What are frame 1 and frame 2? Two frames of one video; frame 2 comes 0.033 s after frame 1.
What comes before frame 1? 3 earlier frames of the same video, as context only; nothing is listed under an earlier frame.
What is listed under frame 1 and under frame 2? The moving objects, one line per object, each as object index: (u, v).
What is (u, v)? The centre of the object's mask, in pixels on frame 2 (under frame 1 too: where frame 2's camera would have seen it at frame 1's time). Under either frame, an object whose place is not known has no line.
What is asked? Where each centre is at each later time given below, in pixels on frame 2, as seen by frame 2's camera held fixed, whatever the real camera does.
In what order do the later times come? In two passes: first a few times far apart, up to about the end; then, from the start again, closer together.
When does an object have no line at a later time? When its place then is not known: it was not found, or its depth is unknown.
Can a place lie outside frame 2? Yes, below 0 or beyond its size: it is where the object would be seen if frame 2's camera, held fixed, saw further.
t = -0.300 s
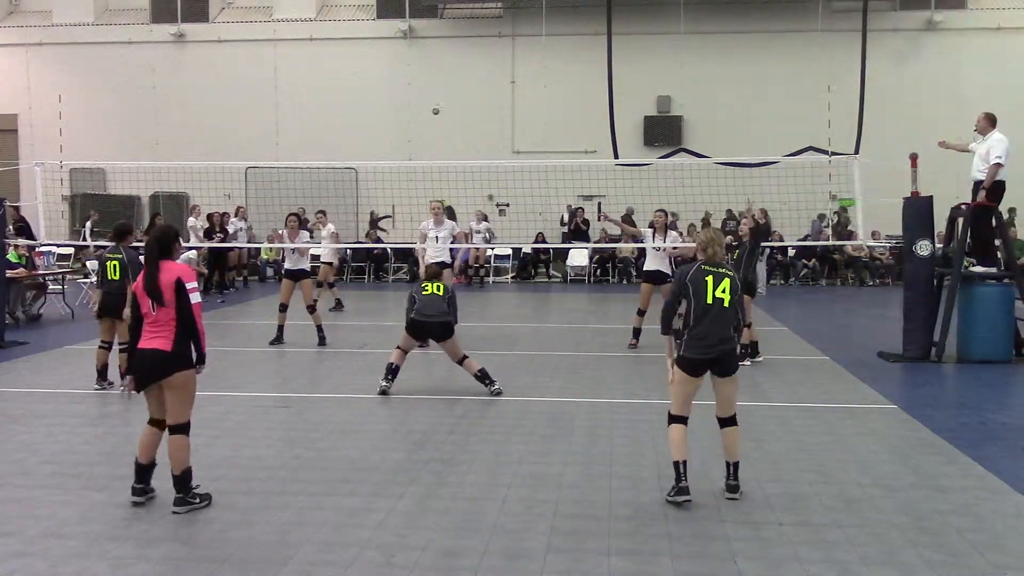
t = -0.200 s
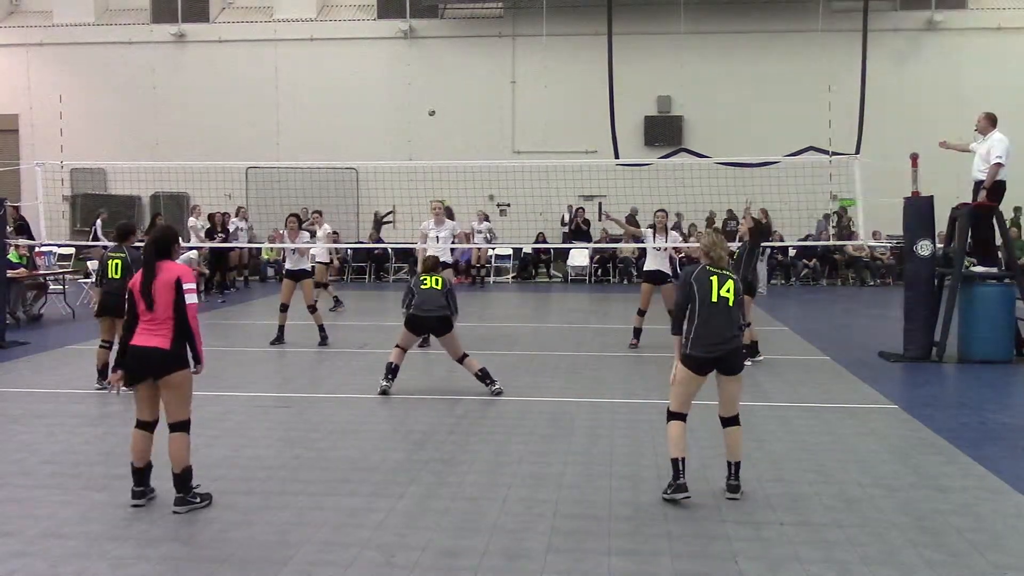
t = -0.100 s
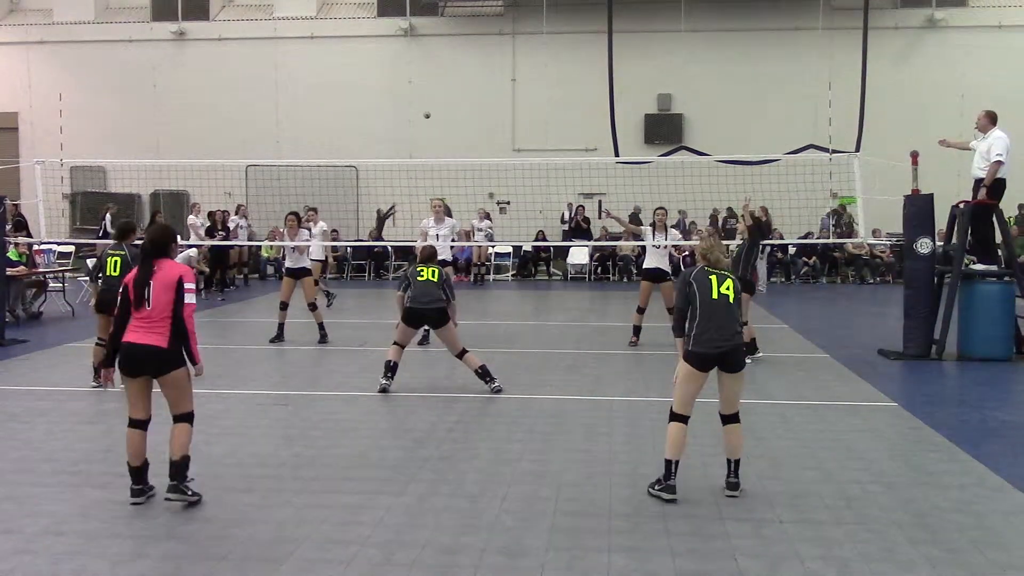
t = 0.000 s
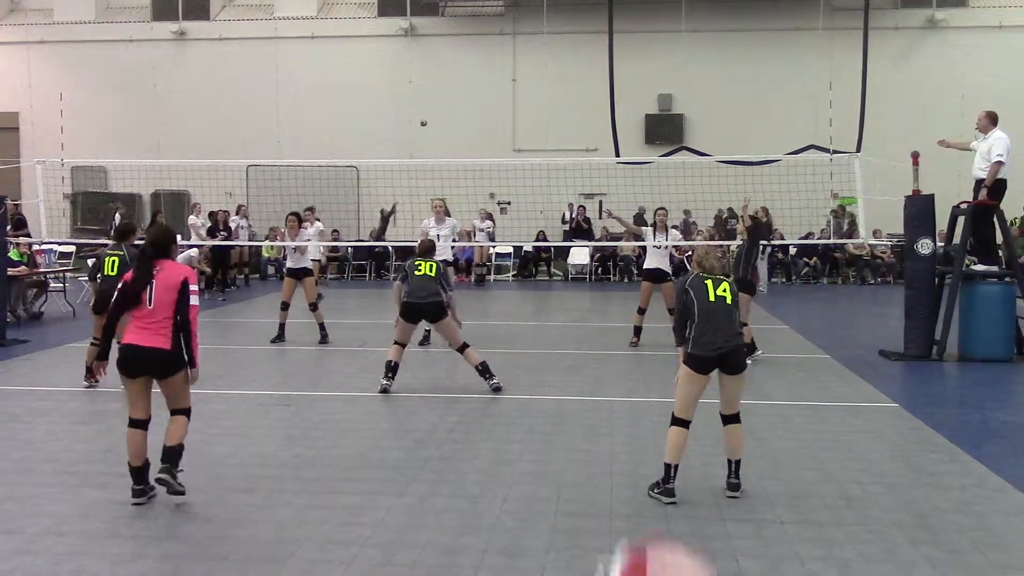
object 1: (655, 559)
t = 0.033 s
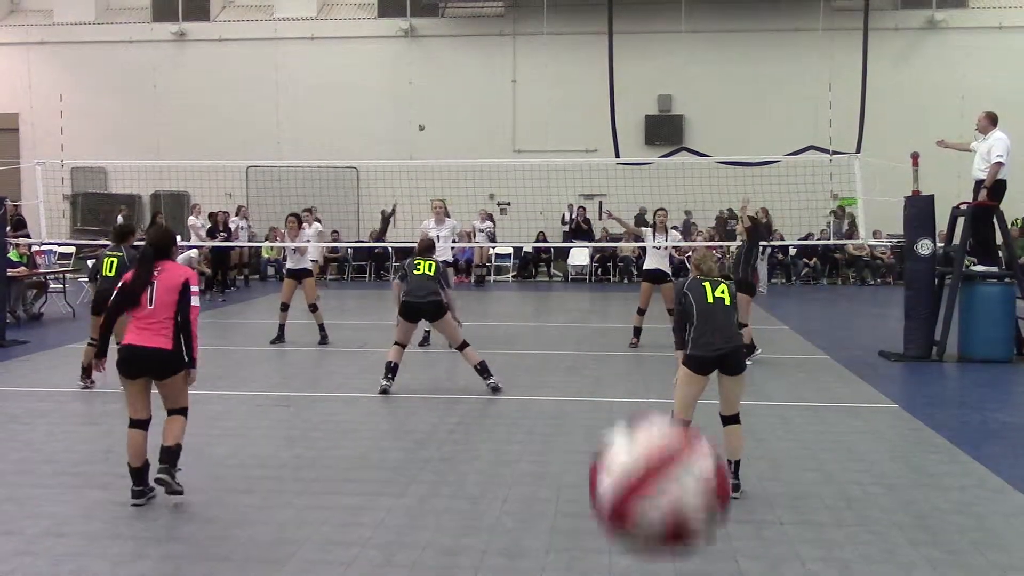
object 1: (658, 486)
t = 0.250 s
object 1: (656, 33)
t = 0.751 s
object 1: (643, 73)
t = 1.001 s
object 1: (638, 295)
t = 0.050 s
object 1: (659, 426)
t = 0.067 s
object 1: (659, 371)
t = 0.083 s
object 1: (658, 323)
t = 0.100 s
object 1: (658, 279)
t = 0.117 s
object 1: (658, 237)
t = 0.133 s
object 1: (659, 199)
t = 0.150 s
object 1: (658, 165)
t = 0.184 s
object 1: (657, 108)
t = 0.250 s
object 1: (656, 33)
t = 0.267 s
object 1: (653, 24)
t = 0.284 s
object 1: (652, 18)
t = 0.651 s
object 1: (645, 16)
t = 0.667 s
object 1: (644, 21)
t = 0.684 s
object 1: (644, 28)
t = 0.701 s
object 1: (645, 36)
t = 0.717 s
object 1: (644, 48)
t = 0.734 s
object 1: (643, 61)
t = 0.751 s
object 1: (643, 73)
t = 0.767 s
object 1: (644, 86)
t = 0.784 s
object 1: (643, 99)
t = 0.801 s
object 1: (642, 112)
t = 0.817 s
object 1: (641, 127)
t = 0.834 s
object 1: (642, 141)
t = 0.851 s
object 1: (641, 155)
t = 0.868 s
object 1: (641, 169)
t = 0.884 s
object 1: (640, 185)
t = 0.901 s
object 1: (639, 200)
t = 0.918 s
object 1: (640, 215)
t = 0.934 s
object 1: (639, 230)
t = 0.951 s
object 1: (638, 246)
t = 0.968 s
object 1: (638, 262)
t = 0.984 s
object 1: (639, 279)
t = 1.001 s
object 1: (638, 295)
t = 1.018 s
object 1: (636, 314)
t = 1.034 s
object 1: (637, 329)
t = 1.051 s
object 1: (637, 347)
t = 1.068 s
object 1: (636, 364)
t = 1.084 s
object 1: (635, 381)
